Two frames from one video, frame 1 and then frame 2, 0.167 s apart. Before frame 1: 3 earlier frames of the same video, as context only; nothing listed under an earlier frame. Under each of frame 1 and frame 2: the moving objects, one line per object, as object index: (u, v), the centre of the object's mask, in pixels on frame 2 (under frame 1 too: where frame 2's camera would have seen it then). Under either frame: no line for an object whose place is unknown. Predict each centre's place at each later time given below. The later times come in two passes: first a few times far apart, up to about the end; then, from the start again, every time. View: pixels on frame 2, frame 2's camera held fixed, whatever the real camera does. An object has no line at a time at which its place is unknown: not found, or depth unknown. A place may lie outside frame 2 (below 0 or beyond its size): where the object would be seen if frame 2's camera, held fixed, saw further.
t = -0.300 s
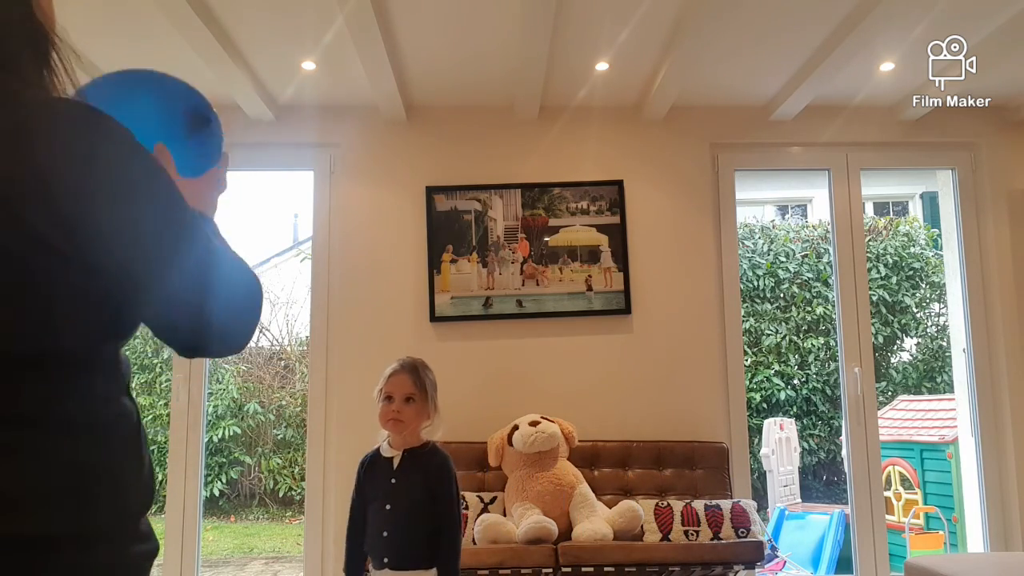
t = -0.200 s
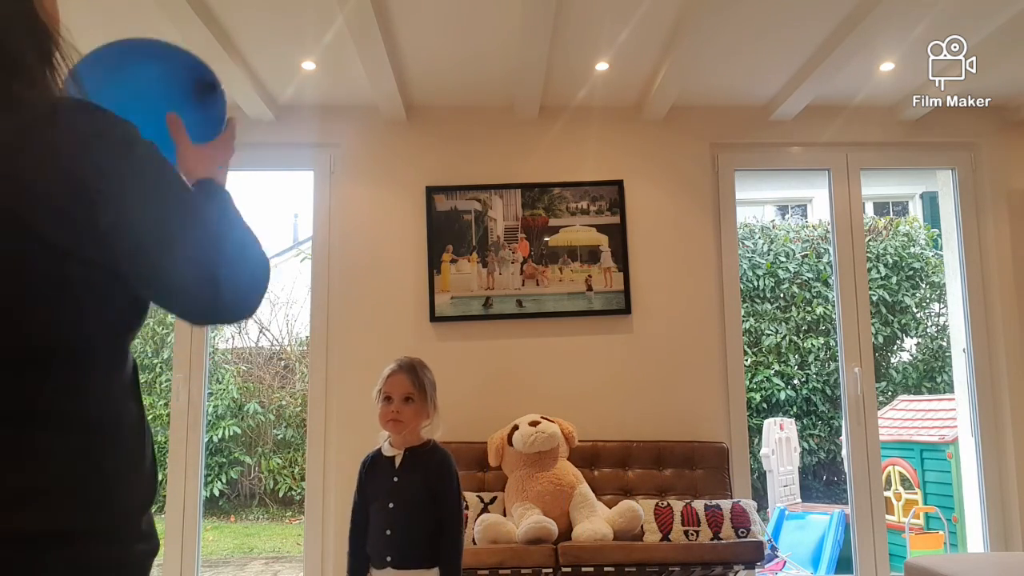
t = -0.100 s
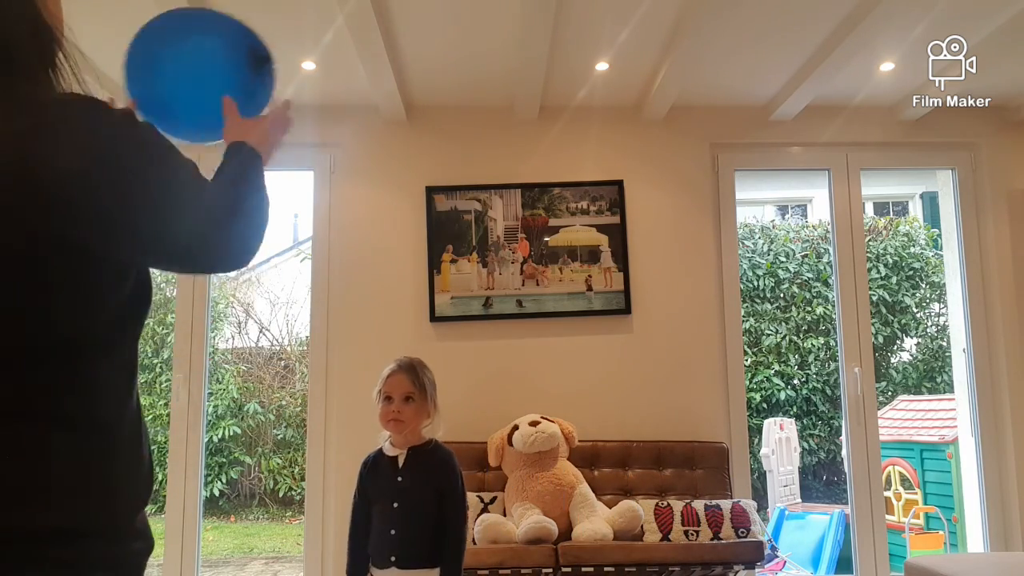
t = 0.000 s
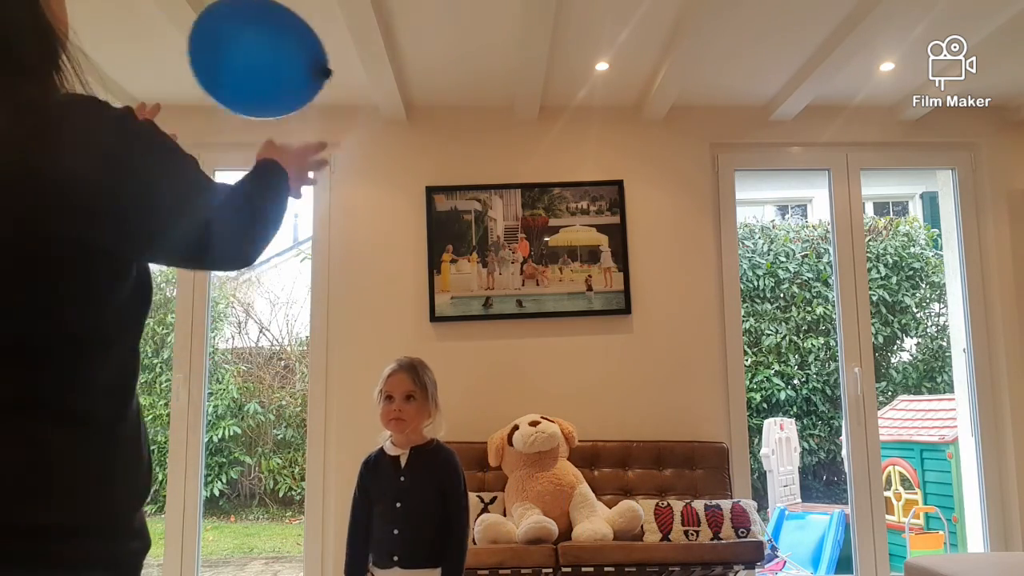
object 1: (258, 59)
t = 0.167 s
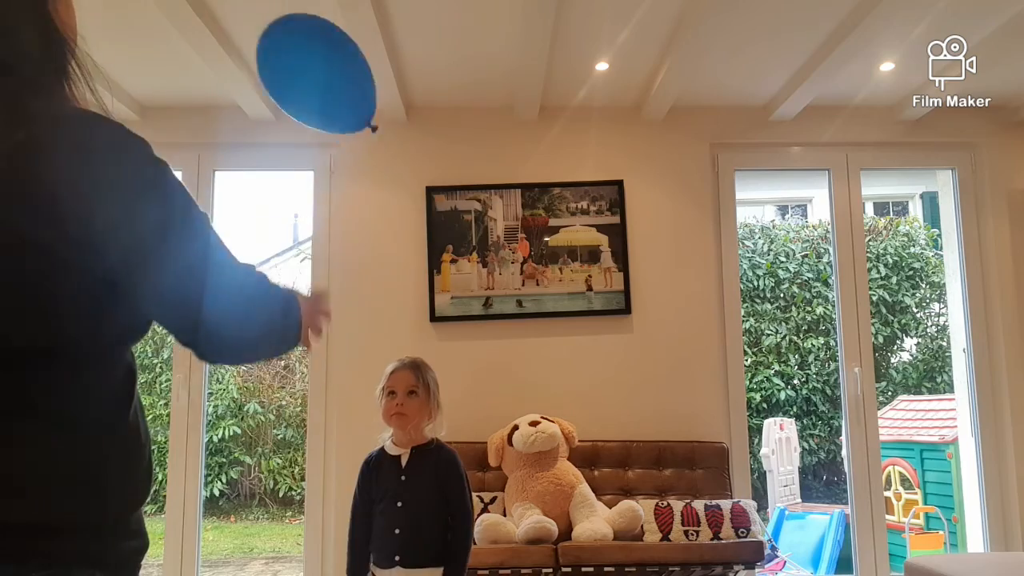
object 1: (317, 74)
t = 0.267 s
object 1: (339, 101)
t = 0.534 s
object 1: (368, 205)
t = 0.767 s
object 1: (368, 313)
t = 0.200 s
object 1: (325, 82)
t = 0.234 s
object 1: (332, 91)
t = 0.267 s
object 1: (339, 101)
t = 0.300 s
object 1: (345, 112)
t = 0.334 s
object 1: (350, 123)
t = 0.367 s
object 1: (354, 135)
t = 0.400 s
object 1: (358, 148)
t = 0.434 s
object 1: (362, 161)
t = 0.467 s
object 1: (365, 175)
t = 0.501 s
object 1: (367, 190)
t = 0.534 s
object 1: (368, 205)
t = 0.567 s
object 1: (369, 220)
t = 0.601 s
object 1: (369, 235)
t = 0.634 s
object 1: (370, 251)
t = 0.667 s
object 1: (370, 266)
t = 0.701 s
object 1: (370, 282)
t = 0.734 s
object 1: (369, 297)
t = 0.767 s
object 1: (368, 313)
